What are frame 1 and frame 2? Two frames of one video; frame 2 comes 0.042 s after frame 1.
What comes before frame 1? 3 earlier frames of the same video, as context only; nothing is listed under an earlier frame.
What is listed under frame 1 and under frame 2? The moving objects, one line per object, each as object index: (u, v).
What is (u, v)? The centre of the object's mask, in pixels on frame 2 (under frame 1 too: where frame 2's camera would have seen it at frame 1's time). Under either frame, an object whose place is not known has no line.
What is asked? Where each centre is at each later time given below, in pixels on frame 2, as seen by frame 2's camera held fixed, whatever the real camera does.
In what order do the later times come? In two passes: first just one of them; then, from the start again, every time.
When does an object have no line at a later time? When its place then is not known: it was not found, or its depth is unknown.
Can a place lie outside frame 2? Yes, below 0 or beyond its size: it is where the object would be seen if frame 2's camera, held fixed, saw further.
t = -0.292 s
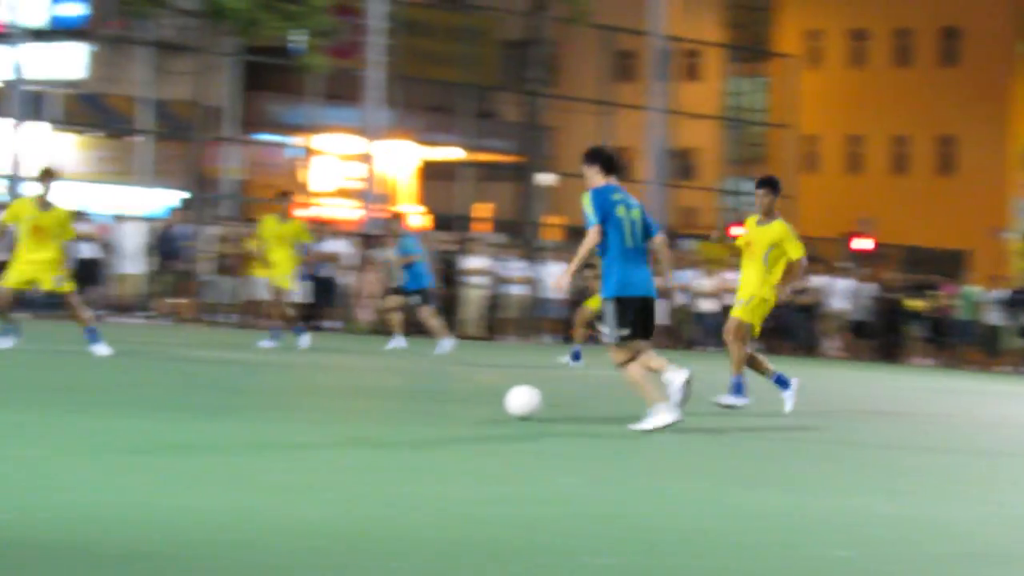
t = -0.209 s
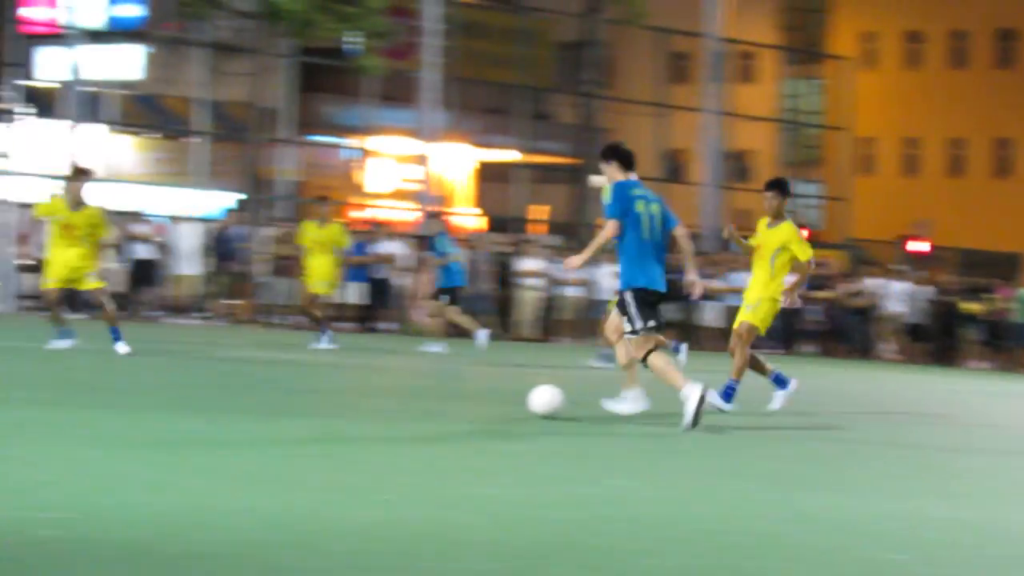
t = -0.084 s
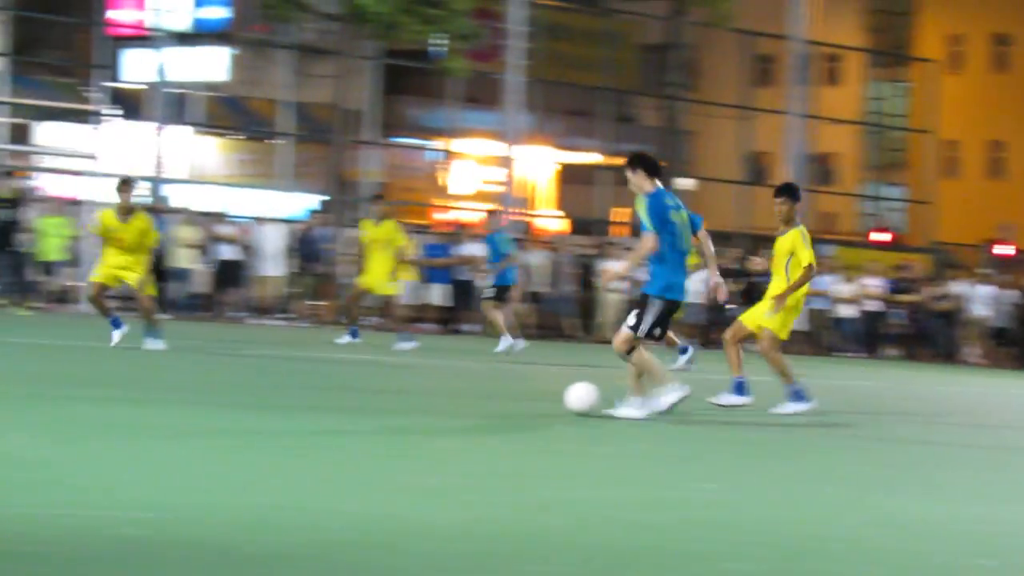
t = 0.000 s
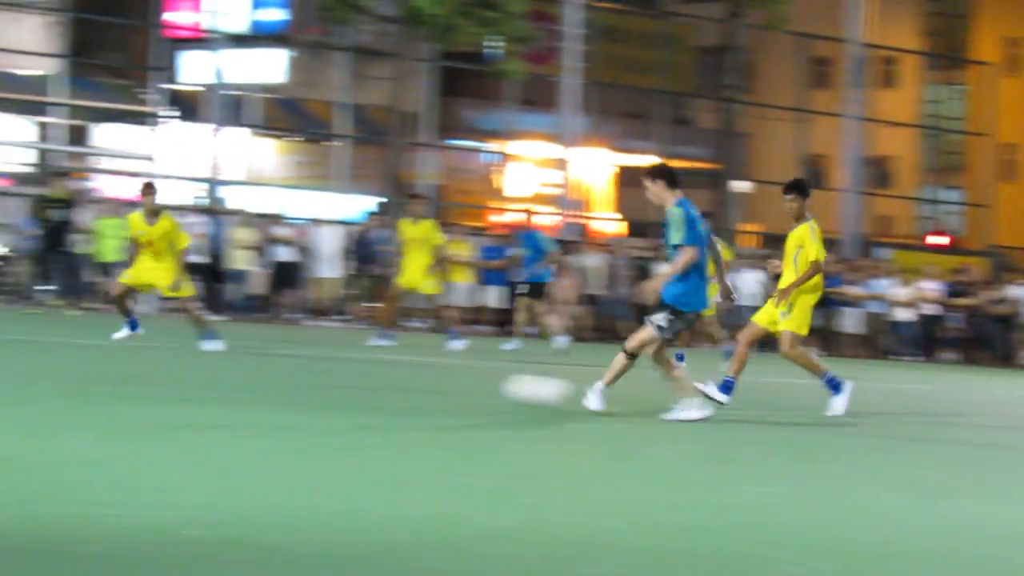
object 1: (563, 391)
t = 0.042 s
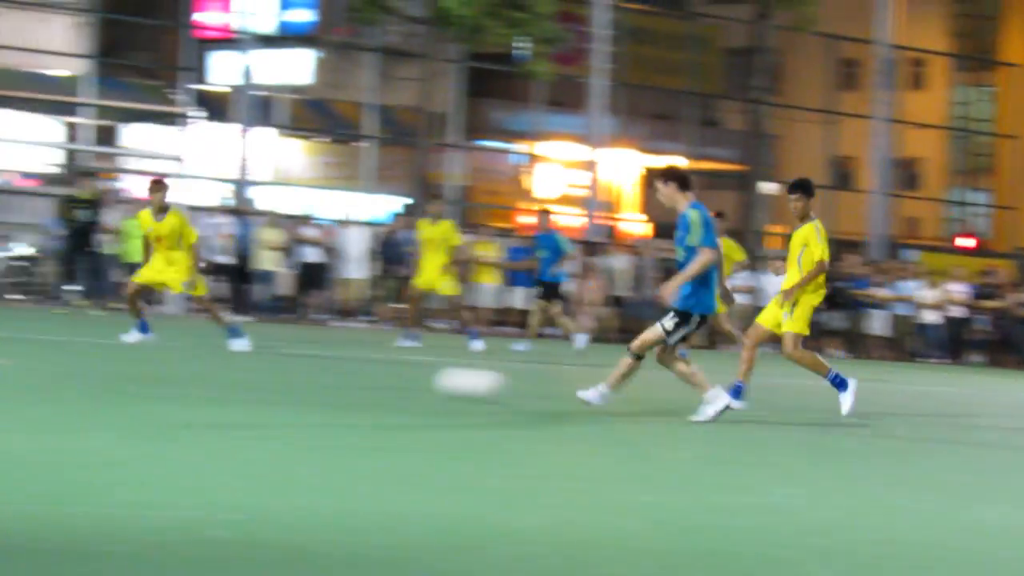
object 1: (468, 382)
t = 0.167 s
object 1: (213, 360)
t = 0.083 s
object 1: (380, 375)
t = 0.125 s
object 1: (295, 366)
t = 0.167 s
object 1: (213, 360)
